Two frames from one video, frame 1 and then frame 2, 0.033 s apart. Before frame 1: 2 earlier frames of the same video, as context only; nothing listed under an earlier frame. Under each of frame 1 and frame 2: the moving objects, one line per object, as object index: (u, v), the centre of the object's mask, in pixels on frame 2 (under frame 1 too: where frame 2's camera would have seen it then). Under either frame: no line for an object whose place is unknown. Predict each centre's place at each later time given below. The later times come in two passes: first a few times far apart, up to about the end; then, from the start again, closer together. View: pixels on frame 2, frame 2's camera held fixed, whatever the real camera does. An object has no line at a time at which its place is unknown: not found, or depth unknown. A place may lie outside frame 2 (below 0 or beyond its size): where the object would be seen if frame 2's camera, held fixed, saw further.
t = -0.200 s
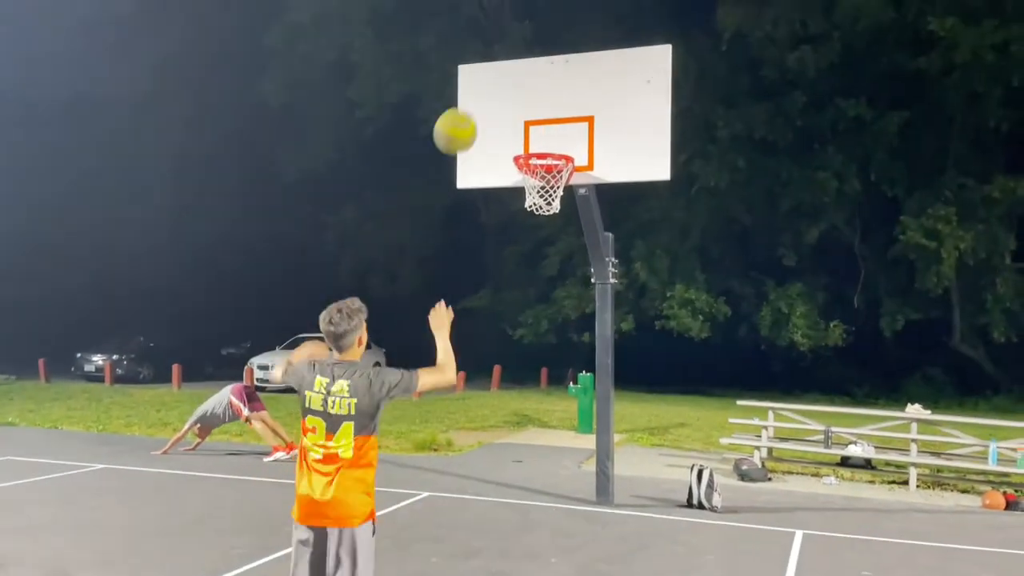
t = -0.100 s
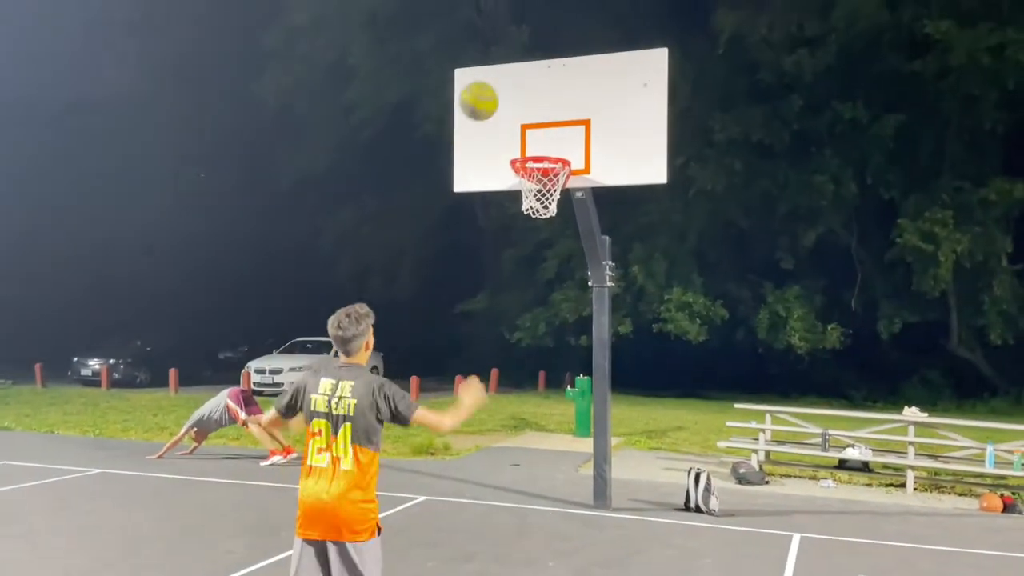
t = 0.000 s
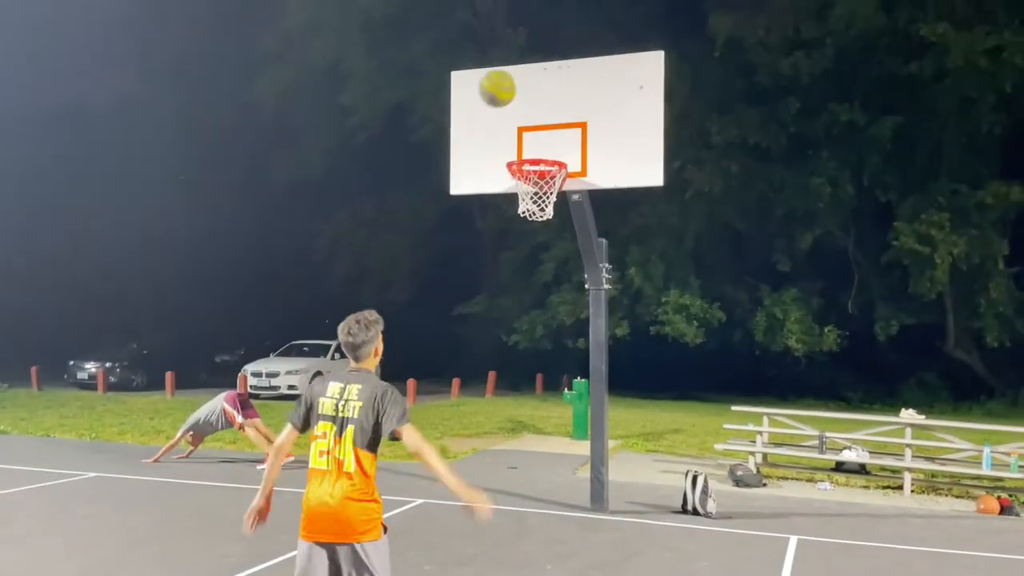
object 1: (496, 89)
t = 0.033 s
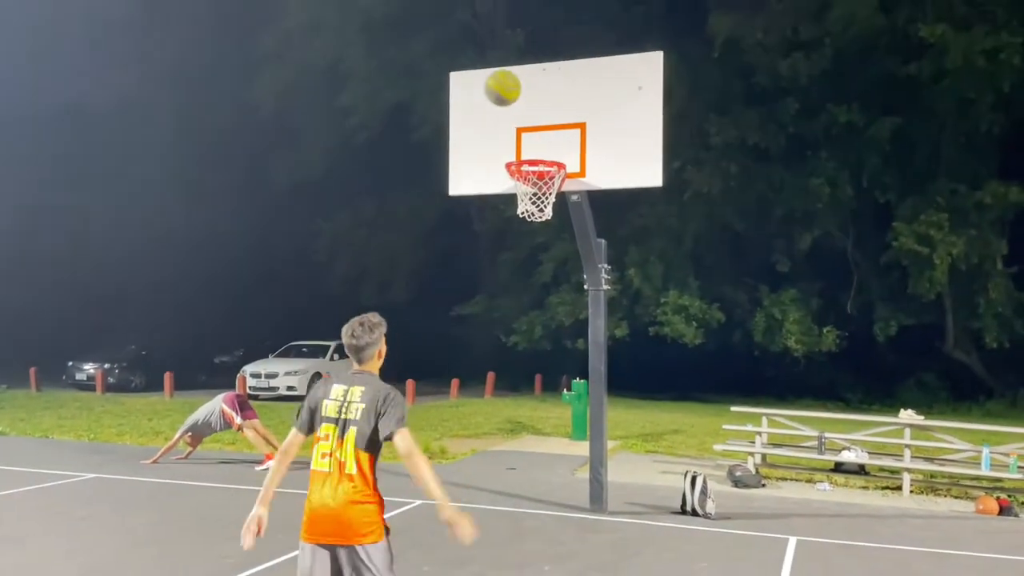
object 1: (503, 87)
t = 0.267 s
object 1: (543, 119)
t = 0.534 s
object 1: (539, 122)
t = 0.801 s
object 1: (499, 114)
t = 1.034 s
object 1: (462, 174)
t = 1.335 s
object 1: (413, 350)
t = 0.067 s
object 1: (509, 87)
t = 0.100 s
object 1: (515, 89)
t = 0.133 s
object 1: (521, 93)
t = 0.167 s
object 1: (527, 97)
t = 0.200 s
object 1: (532, 103)
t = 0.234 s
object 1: (538, 110)
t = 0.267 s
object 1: (543, 119)
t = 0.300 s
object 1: (547, 128)
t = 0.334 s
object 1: (552, 138)
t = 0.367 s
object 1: (556, 149)
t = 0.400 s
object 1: (556, 150)
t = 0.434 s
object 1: (551, 141)
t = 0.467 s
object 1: (547, 134)
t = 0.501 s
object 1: (542, 128)
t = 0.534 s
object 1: (539, 122)
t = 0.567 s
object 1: (534, 118)
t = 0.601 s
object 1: (529, 114)
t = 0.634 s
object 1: (524, 111)
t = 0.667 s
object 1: (519, 109)
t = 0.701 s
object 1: (514, 109)
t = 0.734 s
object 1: (509, 109)
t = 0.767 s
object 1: (504, 111)
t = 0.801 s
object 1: (499, 114)
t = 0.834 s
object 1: (494, 119)
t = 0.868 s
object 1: (489, 125)
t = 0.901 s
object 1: (484, 132)
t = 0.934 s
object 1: (479, 140)
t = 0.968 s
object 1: (473, 150)
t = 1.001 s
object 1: (468, 161)
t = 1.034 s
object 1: (462, 174)
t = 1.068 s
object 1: (457, 190)
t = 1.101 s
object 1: (451, 205)
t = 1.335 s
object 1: (413, 350)
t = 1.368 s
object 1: (409, 375)
